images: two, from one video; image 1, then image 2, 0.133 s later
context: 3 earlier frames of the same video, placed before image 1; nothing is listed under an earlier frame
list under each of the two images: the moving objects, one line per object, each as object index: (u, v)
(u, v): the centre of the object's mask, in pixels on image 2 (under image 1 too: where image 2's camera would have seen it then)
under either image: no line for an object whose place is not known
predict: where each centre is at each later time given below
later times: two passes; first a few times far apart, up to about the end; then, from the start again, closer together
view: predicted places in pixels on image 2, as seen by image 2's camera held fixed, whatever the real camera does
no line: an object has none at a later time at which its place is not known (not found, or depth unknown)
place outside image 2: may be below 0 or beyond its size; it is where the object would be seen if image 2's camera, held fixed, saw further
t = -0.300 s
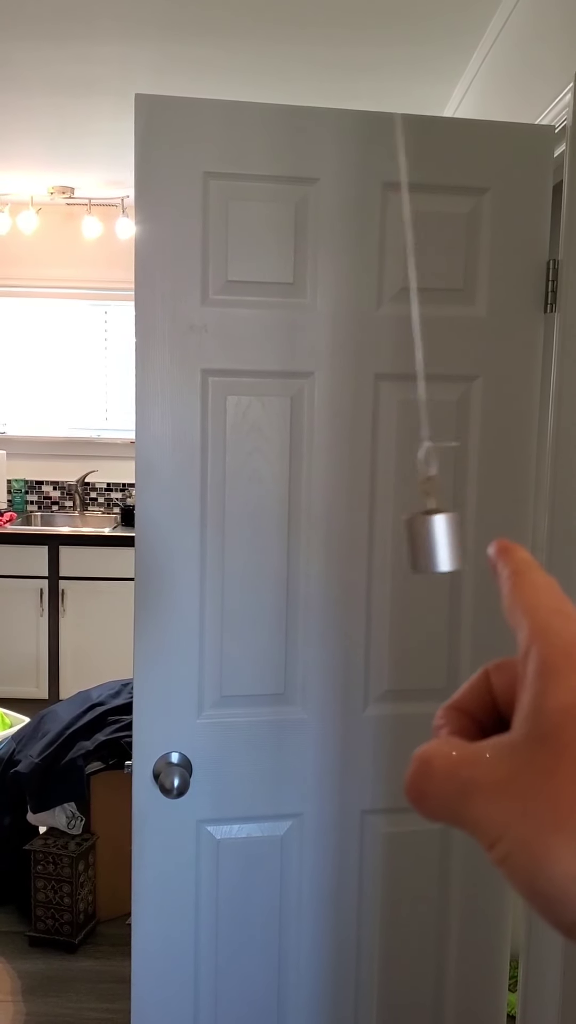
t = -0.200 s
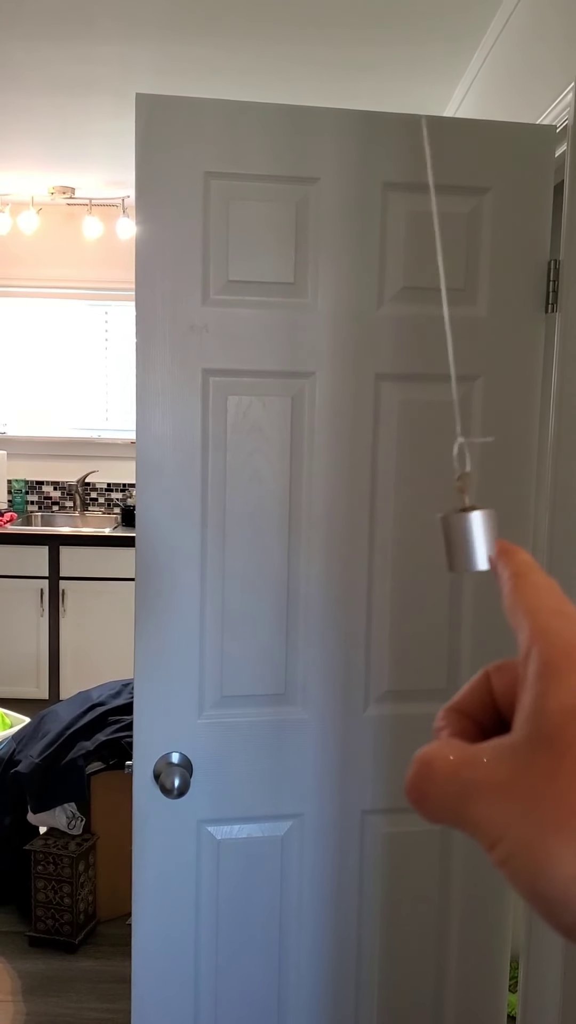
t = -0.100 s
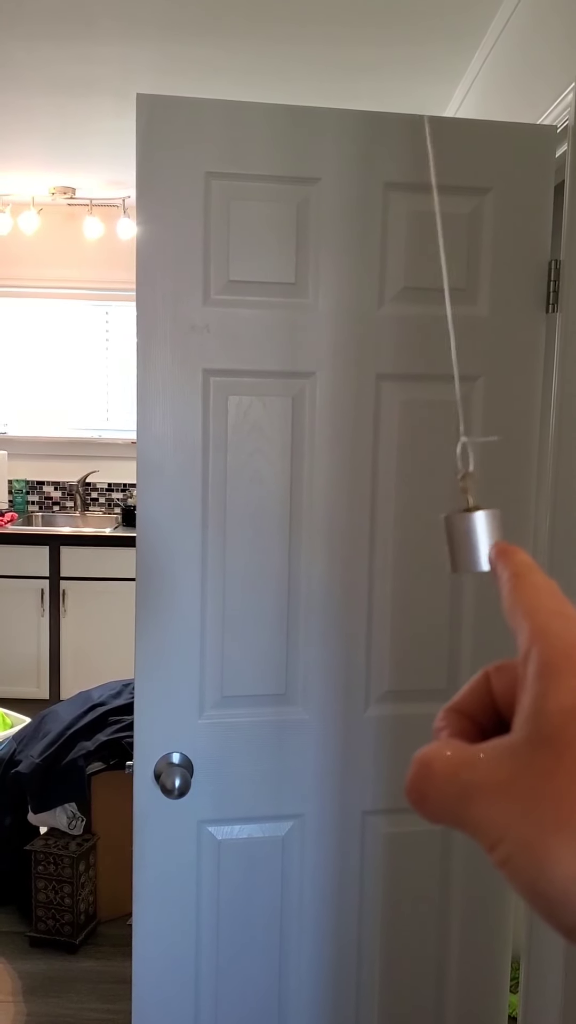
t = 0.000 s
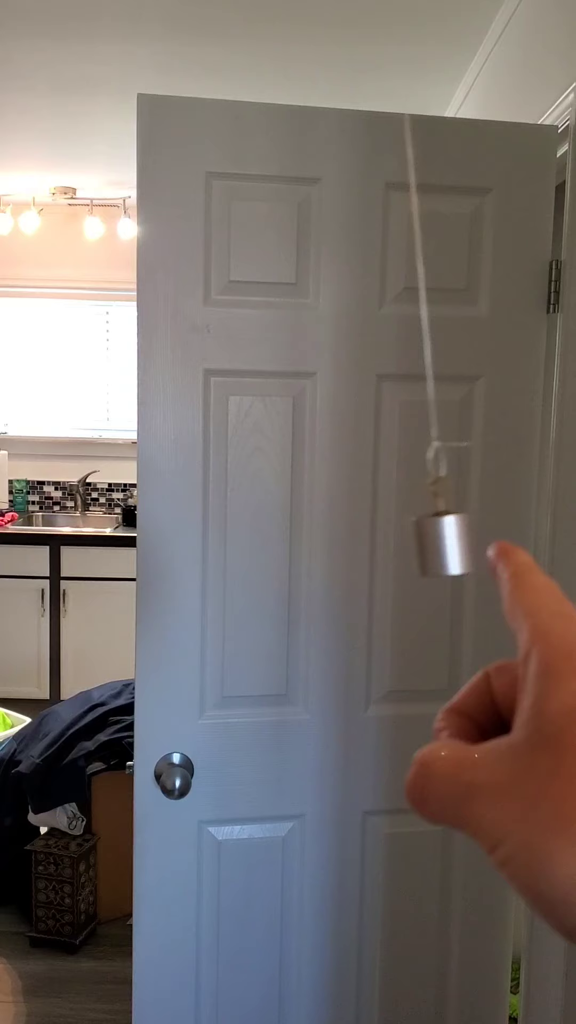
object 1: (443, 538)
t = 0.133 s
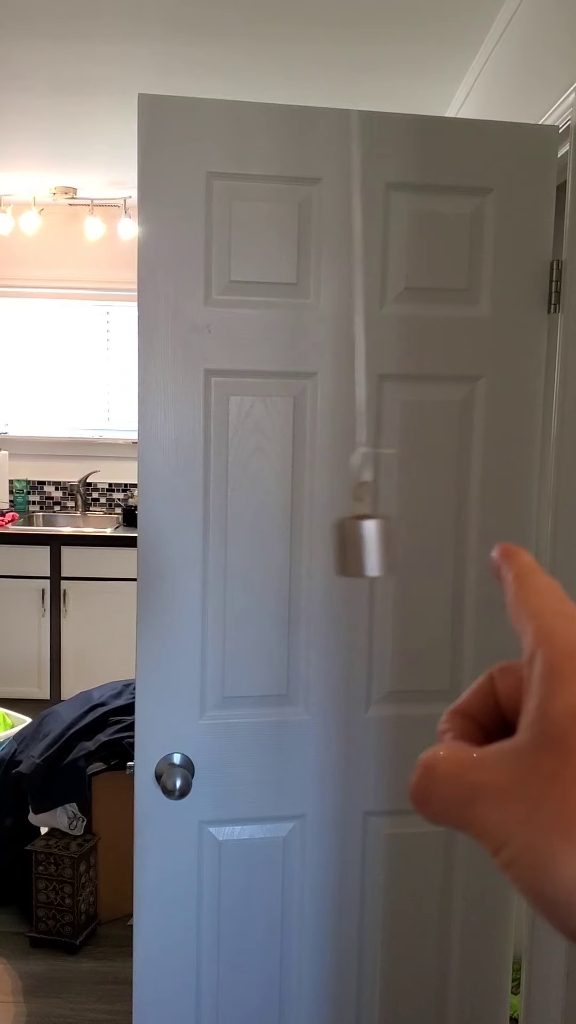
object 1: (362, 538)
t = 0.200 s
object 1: (315, 537)
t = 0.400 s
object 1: (193, 519)
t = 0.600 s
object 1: (142, 504)
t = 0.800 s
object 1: (192, 514)
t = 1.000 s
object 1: (320, 536)
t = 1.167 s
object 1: (434, 545)
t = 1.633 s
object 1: (372, 548)
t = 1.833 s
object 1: (232, 533)
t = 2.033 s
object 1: (154, 512)
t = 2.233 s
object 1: (170, 513)
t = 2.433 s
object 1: (270, 533)
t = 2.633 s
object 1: (403, 542)
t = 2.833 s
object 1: (480, 542)
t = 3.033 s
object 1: (431, 547)
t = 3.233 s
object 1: (295, 541)
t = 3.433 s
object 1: (180, 519)
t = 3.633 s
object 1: (147, 508)
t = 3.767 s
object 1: (179, 515)
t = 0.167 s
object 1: (338, 536)
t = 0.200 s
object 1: (315, 537)
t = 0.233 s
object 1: (291, 535)
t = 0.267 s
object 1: (268, 533)
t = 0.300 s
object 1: (246, 529)
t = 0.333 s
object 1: (227, 527)
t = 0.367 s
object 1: (209, 522)
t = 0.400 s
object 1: (193, 519)
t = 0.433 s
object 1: (178, 516)
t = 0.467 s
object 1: (166, 513)
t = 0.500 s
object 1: (155, 509)
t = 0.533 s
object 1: (147, 507)
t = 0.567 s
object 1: (143, 505)
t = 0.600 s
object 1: (142, 504)
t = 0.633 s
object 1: (143, 504)
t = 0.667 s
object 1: (148, 505)
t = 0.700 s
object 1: (156, 506)
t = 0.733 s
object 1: (165, 508)
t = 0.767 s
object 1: (177, 511)
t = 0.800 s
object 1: (192, 514)
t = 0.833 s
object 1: (210, 518)
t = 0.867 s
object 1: (229, 523)
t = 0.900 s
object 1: (250, 528)
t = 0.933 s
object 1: (273, 532)
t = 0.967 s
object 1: (297, 535)
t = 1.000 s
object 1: (320, 536)
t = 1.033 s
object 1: (343, 537)
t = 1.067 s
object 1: (365, 540)
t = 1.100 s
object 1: (388, 541)
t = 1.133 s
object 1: (412, 544)
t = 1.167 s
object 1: (434, 545)
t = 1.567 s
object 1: (420, 550)
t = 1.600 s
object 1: (397, 549)
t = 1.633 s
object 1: (372, 548)
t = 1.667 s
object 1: (348, 546)
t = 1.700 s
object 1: (324, 545)
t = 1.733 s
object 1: (301, 542)
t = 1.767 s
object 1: (277, 539)
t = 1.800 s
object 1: (254, 536)
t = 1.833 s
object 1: (232, 533)
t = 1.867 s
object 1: (213, 529)
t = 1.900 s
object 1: (196, 525)
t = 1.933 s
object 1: (182, 521)
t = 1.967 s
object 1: (170, 518)
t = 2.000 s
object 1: (161, 515)
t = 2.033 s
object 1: (154, 512)
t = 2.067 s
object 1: (150, 510)
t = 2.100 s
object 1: (148, 510)
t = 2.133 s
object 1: (150, 510)
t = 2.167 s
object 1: (154, 510)
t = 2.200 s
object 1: (161, 512)
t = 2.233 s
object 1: (170, 513)
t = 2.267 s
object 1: (182, 515)
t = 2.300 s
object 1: (196, 518)
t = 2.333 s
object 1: (212, 522)
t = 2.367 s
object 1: (230, 526)
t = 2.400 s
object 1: (249, 529)
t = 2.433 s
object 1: (270, 533)
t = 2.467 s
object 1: (292, 536)
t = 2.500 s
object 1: (315, 538)
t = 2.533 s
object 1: (337, 540)
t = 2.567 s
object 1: (360, 542)
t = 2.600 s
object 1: (381, 540)
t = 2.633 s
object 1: (403, 542)
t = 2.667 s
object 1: (423, 544)
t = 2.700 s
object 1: (441, 544)
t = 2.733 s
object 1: (454, 543)
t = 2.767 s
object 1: (466, 542)
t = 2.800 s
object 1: (475, 542)
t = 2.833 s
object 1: (480, 542)
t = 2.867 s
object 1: (480, 543)
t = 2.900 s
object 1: (477, 544)
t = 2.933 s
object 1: (471, 544)
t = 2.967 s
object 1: (460, 544)
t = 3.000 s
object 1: (447, 546)
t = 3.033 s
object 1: (431, 547)
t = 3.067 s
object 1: (409, 546)
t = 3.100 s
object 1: (388, 544)
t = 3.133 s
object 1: (364, 545)
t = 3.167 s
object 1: (340, 542)
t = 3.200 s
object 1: (318, 541)
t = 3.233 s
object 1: (295, 541)
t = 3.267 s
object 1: (271, 539)
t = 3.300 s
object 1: (250, 535)
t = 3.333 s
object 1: (230, 531)
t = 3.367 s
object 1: (210, 527)
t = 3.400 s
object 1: (194, 522)
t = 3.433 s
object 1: (180, 519)
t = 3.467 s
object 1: (167, 516)
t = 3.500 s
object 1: (158, 513)
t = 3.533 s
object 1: (151, 511)
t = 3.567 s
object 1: (146, 508)
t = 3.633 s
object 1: (147, 508)
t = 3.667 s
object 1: (151, 509)
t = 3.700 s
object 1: (159, 510)
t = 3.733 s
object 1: (168, 513)
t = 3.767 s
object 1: (179, 515)
